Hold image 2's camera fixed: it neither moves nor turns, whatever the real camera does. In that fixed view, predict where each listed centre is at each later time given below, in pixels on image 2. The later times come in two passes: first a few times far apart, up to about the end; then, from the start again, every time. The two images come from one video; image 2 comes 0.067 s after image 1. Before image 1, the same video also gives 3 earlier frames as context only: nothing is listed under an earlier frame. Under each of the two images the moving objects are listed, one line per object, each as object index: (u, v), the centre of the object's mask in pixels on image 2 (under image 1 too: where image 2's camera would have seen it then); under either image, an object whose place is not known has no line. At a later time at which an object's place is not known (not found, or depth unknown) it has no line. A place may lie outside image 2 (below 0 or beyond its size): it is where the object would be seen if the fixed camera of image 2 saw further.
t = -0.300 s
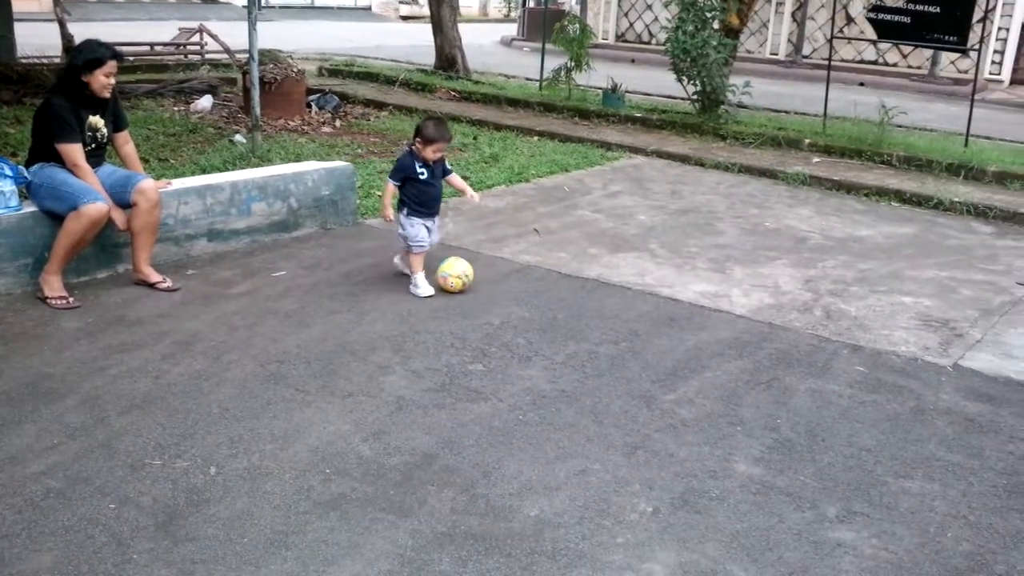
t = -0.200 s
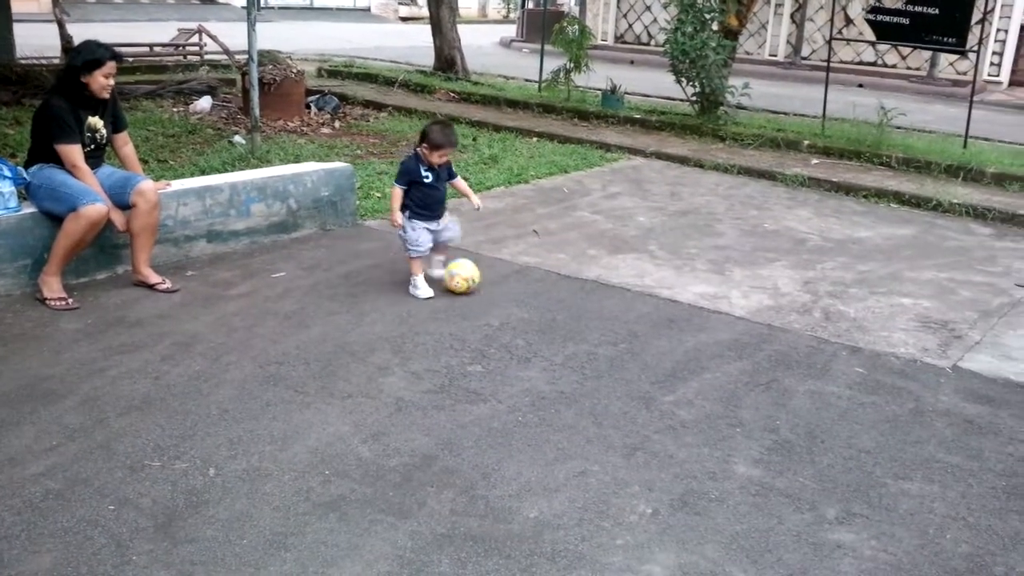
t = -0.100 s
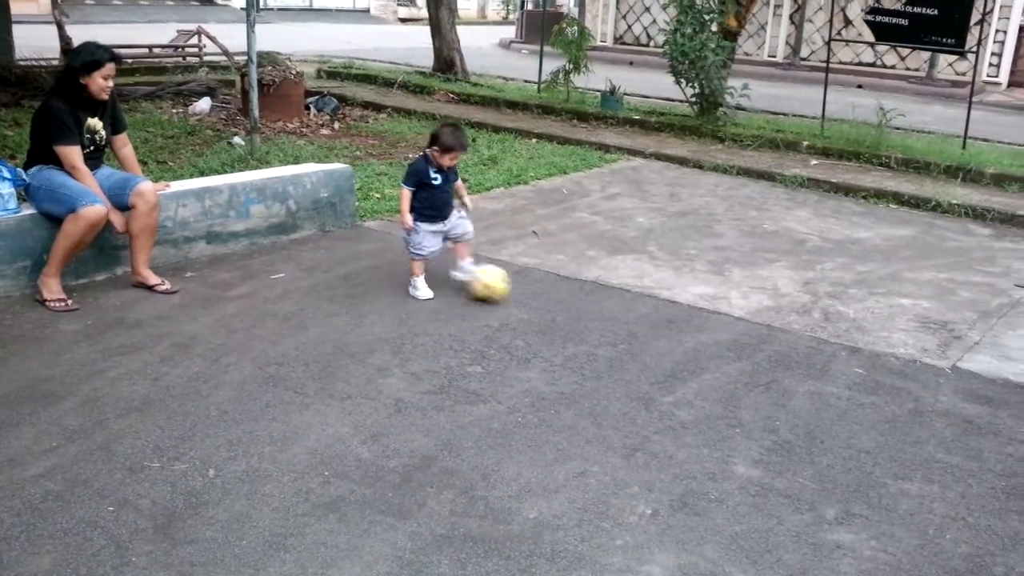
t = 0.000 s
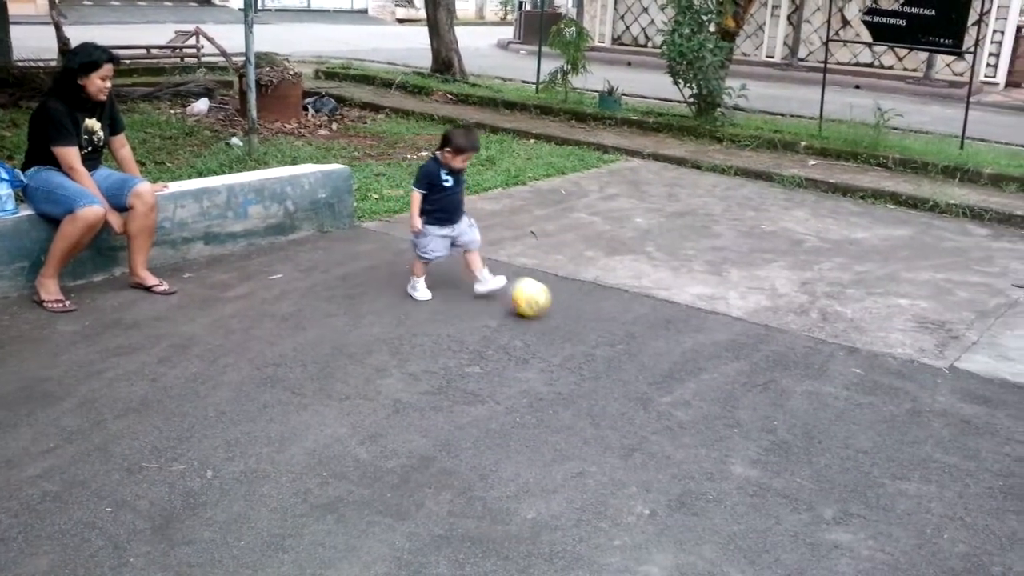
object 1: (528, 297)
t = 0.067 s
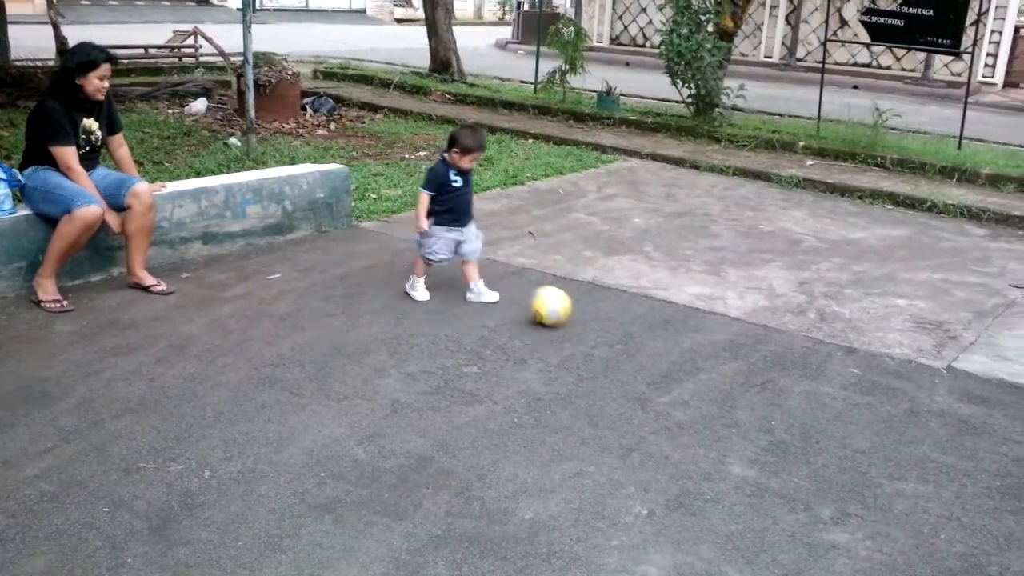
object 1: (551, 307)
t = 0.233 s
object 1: (600, 322)
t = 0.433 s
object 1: (670, 344)
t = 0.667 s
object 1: (761, 373)
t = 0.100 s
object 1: (560, 310)
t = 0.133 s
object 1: (570, 313)
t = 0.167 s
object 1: (578, 315)
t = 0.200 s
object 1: (589, 319)
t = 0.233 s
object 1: (600, 322)
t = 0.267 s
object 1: (612, 327)
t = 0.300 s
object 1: (625, 329)
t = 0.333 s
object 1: (636, 333)
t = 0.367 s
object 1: (647, 338)
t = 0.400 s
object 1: (659, 341)
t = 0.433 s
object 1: (670, 344)
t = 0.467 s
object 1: (680, 350)
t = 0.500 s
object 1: (694, 352)
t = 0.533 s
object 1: (707, 356)
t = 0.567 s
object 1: (719, 361)
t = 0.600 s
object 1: (733, 365)
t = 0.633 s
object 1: (748, 369)
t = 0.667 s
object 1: (761, 373)
